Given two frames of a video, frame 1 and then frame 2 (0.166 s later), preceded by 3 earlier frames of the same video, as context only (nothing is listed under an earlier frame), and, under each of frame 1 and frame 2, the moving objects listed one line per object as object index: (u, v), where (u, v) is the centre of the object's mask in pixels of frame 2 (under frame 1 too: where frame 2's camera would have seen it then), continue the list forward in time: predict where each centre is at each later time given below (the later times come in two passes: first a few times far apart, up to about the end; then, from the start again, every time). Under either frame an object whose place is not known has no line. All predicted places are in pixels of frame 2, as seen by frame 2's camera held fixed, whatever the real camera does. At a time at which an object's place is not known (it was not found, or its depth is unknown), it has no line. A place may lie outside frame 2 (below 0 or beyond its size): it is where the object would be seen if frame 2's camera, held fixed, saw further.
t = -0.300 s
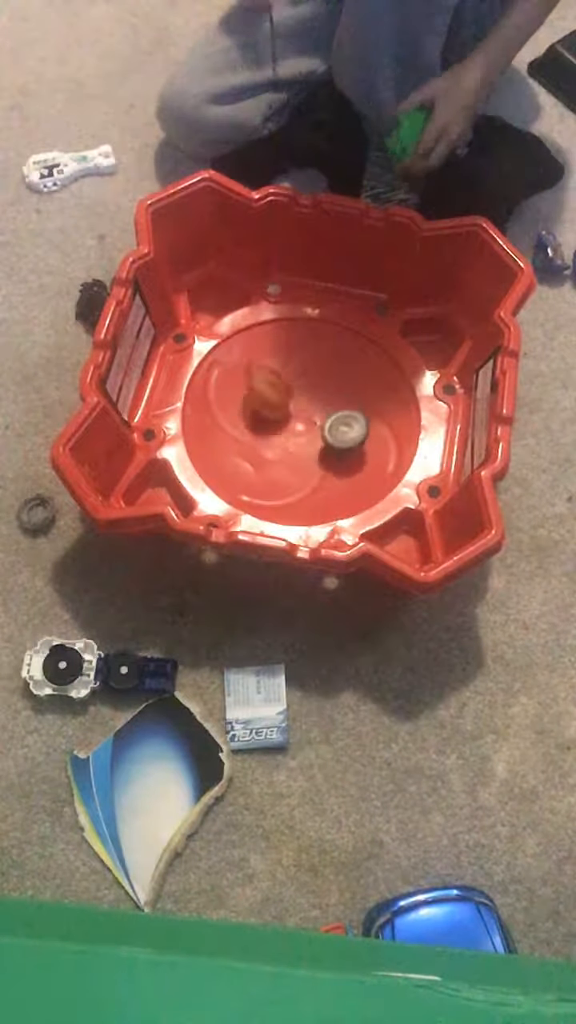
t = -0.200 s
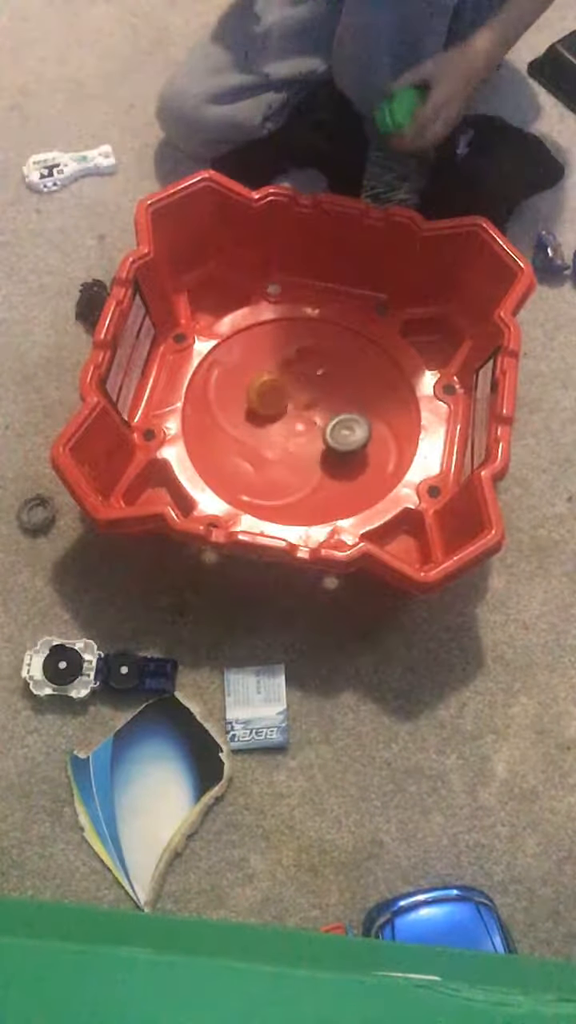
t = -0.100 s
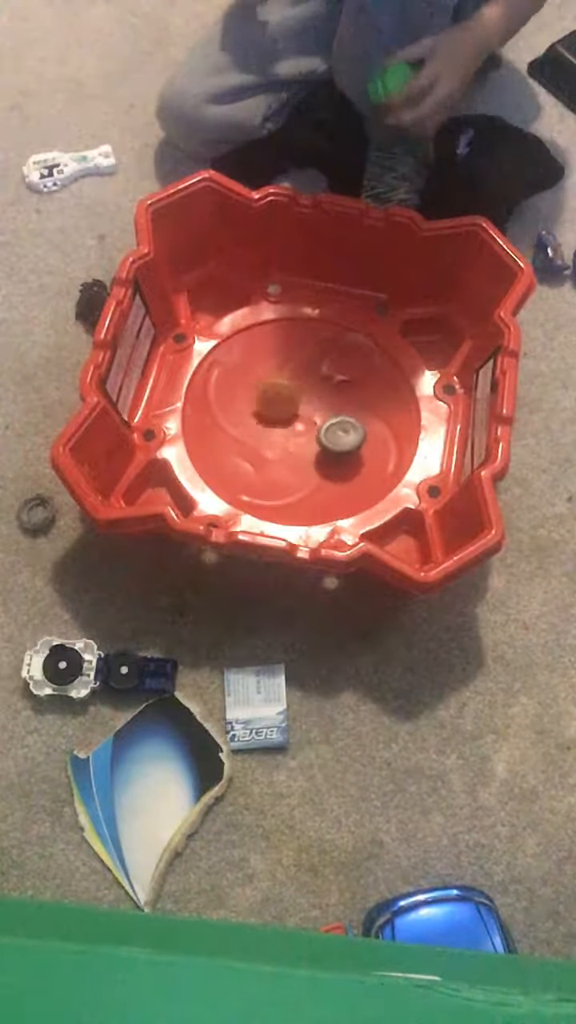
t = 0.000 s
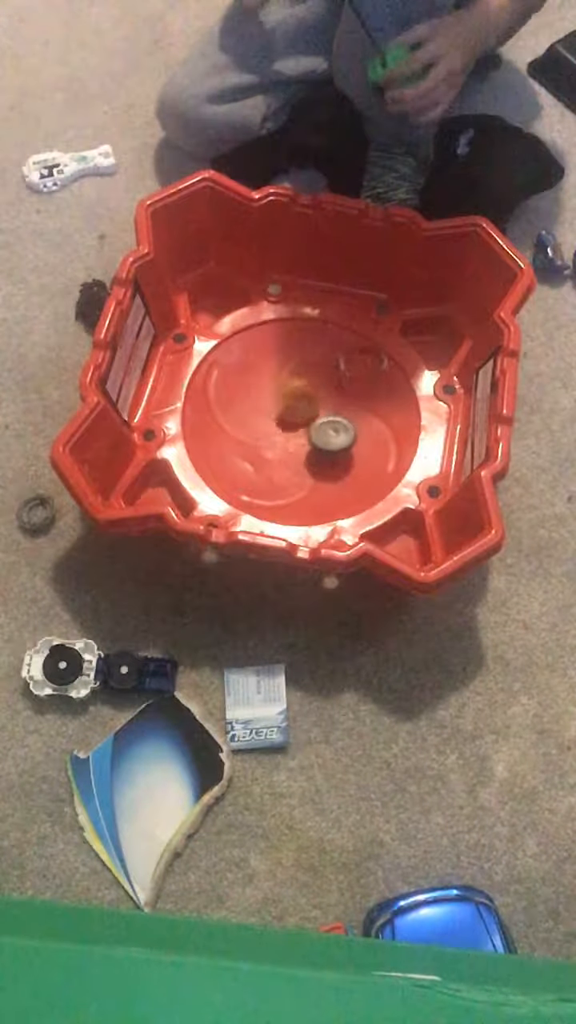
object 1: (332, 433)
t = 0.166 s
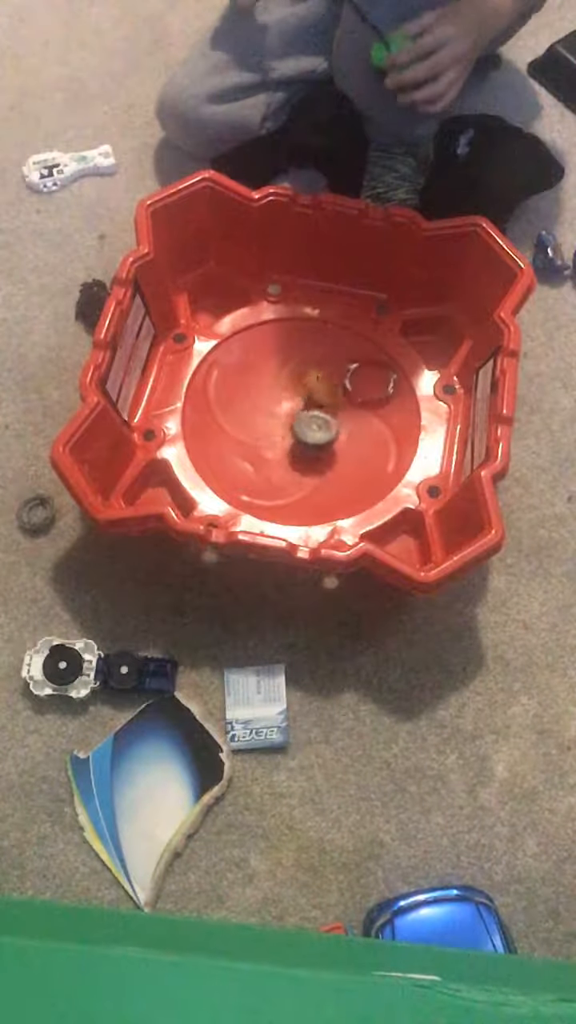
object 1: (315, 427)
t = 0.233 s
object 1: (308, 423)
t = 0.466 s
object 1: (276, 406)
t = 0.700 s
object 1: (265, 398)
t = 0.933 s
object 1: (264, 398)
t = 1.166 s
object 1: (272, 402)
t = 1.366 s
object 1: (282, 411)
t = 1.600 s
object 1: (275, 419)
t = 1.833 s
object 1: (273, 428)
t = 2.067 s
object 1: (276, 428)
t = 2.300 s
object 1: (285, 426)
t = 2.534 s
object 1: (292, 423)
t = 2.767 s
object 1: (294, 428)
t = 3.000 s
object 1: (298, 432)
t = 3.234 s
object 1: (299, 432)
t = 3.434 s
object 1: (300, 427)
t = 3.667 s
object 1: (293, 420)
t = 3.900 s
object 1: (285, 416)
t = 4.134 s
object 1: (282, 418)
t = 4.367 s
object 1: (284, 420)
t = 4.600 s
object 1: (286, 419)
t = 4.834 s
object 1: (285, 417)
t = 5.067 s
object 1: (284, 418)
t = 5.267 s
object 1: (286, 421)
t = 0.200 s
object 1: (312, 425)
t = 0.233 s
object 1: (308, 423)
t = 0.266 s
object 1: (304, 422)
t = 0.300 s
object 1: (300, 420)
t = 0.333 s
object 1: (291, 416)
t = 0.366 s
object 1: (285, 413)
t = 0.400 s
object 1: (280, 410)
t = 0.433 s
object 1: (278, 408)
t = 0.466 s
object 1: (276, 406)
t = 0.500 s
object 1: (273, 404)
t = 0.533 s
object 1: (270, 403)
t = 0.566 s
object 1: (270, 402)
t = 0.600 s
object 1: (268, 402)
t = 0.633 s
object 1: (267, 400)
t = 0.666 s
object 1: (267, 400)
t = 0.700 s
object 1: (265, 398)
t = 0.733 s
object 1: (265, 398)
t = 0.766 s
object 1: (263, 397)
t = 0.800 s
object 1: (262, 398)
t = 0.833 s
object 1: (262, 398)
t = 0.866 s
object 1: (262, 398)
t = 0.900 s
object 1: (262, 398)
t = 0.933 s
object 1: (264, 398)
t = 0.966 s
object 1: (265, 399)
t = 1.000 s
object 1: (267, 399)
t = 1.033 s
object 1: (269, 400)
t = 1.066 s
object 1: (270, 400)
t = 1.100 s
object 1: (270, 400)
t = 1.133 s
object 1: (271, 401)
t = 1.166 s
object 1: (272, 402)
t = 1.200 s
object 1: (273, 404)
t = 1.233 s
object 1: (275, 405)
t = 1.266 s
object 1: (277, 406)
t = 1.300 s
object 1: (278, 408)
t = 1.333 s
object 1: (280, 409)
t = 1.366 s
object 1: (282, 411)
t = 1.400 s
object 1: (283, 411)
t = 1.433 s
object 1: (282, 411)
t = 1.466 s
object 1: (279, 412)
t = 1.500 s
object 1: (277, 414)
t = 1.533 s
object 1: (276, 416)
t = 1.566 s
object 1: (275, 417)
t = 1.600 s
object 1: (275, 419)
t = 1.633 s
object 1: (274, 421)
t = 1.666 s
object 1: (273, 423)
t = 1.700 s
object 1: (273, 424)
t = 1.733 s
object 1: (273, 425)
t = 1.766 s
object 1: (273, 426)
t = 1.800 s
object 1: (272, 427)
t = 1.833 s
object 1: (273, 428)
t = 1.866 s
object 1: (273, 428)
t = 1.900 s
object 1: (273, 429)
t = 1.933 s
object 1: (273, 429)
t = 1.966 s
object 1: (274, 429)
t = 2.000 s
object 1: (274, 428)
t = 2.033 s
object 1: (275, 428)
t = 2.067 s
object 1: (276, 428)
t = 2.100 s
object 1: (276, 427)
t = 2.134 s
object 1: (277, 427)
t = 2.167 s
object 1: (278, 427)
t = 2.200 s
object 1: (279, 426)
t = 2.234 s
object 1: (281, 426)
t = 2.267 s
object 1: (283, 425)
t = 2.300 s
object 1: (285, 426)
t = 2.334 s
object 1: (287, 425)
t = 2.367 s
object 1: (289, 425)
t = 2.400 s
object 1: (291, 425)
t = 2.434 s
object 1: (291, 424)
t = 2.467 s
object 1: (292, 424)
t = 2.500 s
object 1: (292, 424)
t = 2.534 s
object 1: (292, 423)
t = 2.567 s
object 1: (292, 423)
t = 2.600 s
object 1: (293, 424)
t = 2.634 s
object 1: (292, 424)
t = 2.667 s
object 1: (292, 425)
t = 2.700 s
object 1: (293, 426)
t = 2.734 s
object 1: (293, 427)
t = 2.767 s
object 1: (294, 428)
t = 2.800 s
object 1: (295, 430)
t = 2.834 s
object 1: (296, 431)
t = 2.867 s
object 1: (297, 432)
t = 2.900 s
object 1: (298, 433)
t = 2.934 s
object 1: (298, 433)
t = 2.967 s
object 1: (298, 433)
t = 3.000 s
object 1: (298, 432)
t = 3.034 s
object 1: (299, 433)
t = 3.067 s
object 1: (299, 433)
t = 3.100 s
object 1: (299, 433)
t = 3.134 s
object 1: (299, 433)
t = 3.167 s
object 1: (299, 433)
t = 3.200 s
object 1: (299, 432)
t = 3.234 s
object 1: (299, 432)
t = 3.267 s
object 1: (299, 431)
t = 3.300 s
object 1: (299, 430)
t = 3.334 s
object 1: (299, 430)
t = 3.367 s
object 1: (299, 428)
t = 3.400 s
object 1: (300, 427)
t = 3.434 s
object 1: (300, 427)
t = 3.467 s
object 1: (299, 425)
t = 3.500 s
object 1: (299, 425)
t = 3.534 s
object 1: (299, 424)
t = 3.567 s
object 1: (298, 423)
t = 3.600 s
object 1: (297, 422)
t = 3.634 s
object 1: (295, 421)
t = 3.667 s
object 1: (293, 420)
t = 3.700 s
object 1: (292, 420)
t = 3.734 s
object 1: (290, 419)
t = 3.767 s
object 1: (289, 418)
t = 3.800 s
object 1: (288, 418)
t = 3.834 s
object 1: (287, 417)
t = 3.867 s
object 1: (286, 417)
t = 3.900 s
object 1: (285, 416)
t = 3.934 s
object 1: (284, 416)
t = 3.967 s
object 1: (283, 416)
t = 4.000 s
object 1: (283, 416)
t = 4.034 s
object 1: (283, 416)
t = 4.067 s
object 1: (282, 417)
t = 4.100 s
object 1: (282, 417)
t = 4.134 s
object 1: (282, 418)
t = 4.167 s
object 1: (283, 418)
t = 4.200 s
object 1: (283, 419)
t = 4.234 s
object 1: (283, 419)
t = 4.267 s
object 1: (283, 419)
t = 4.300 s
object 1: (284, 420)
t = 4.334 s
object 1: (284, 420)
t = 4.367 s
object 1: (284, 420)
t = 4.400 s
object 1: (285, 420)
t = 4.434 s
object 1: (285, 421)
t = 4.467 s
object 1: (286, 420)
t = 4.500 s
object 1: (286, 420)
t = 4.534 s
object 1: (286, 420)
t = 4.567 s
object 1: (286, 420)
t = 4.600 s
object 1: (286, 419)
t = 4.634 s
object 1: (286, 418)
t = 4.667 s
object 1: (287, 419)
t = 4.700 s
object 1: (287, 418)
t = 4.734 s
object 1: (286, 417)
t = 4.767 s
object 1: (285, 417)
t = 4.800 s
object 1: (285, 416)
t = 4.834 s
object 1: (285, 417)
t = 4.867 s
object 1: (285, 417)
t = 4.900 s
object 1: (284, 416)
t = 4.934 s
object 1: (284, 416)
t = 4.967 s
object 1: (284, 417)
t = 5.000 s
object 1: (284, 417)
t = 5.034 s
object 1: (284, 418)
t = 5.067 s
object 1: (284, 418)
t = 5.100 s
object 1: (284, 418)
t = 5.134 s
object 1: (285, 419)
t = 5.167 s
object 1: (285, 419)
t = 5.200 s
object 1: (285, 419)
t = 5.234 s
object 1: (285, 420)
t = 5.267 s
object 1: (286, 421)
